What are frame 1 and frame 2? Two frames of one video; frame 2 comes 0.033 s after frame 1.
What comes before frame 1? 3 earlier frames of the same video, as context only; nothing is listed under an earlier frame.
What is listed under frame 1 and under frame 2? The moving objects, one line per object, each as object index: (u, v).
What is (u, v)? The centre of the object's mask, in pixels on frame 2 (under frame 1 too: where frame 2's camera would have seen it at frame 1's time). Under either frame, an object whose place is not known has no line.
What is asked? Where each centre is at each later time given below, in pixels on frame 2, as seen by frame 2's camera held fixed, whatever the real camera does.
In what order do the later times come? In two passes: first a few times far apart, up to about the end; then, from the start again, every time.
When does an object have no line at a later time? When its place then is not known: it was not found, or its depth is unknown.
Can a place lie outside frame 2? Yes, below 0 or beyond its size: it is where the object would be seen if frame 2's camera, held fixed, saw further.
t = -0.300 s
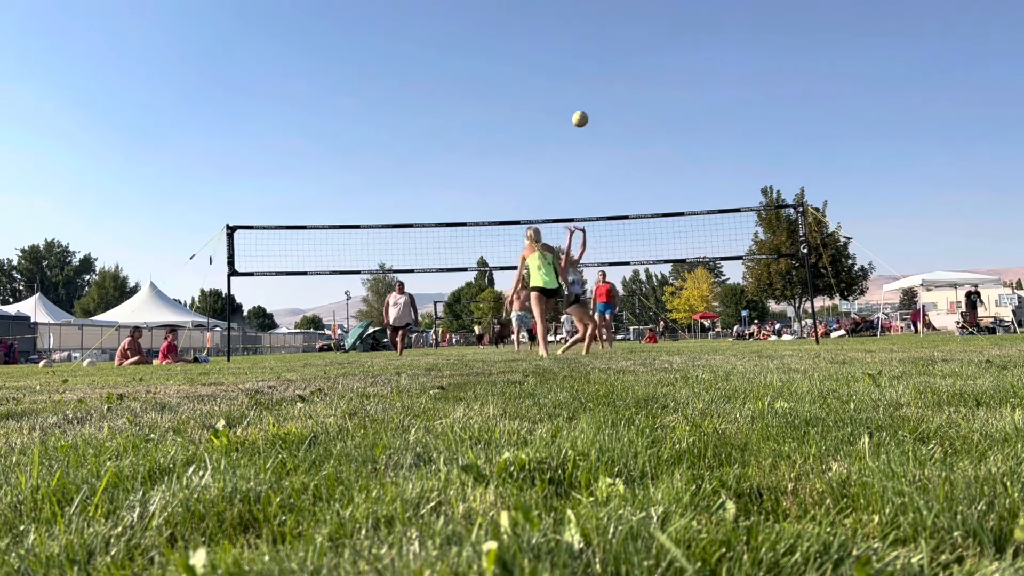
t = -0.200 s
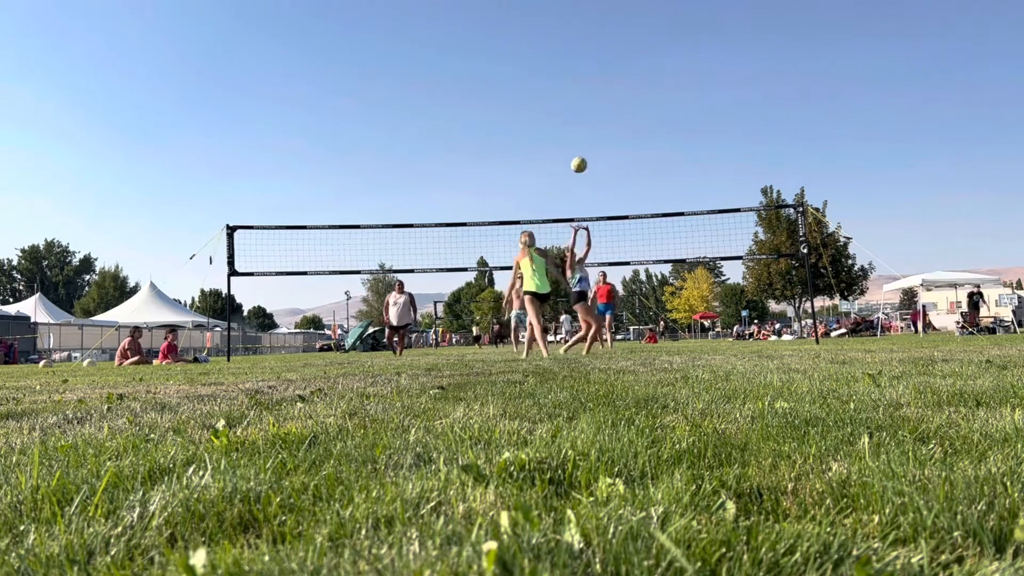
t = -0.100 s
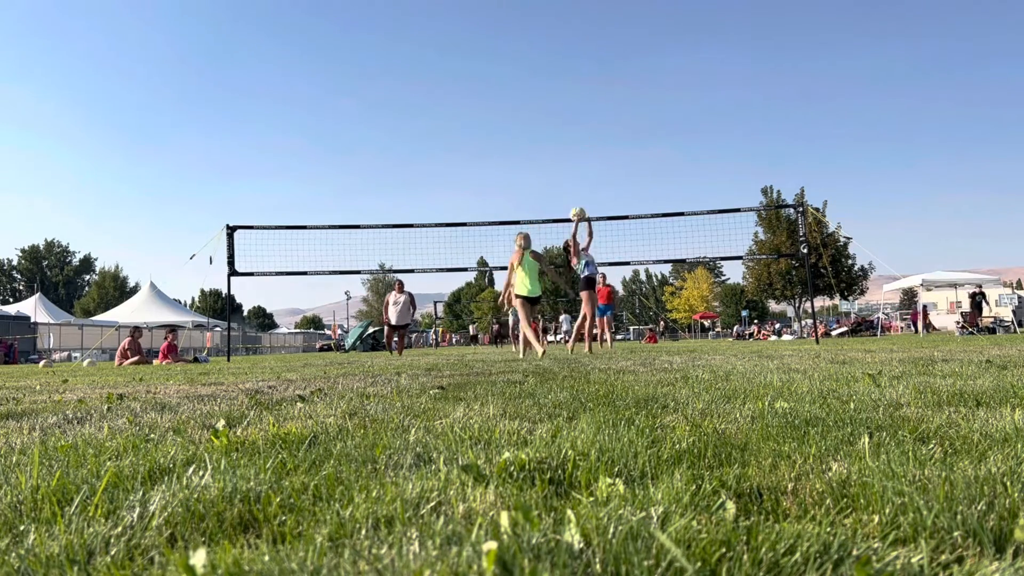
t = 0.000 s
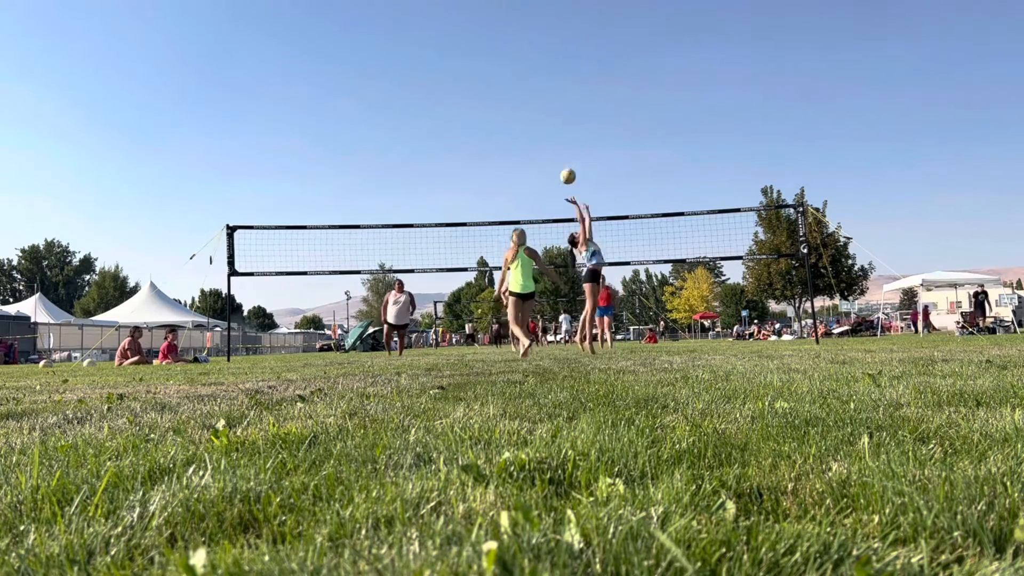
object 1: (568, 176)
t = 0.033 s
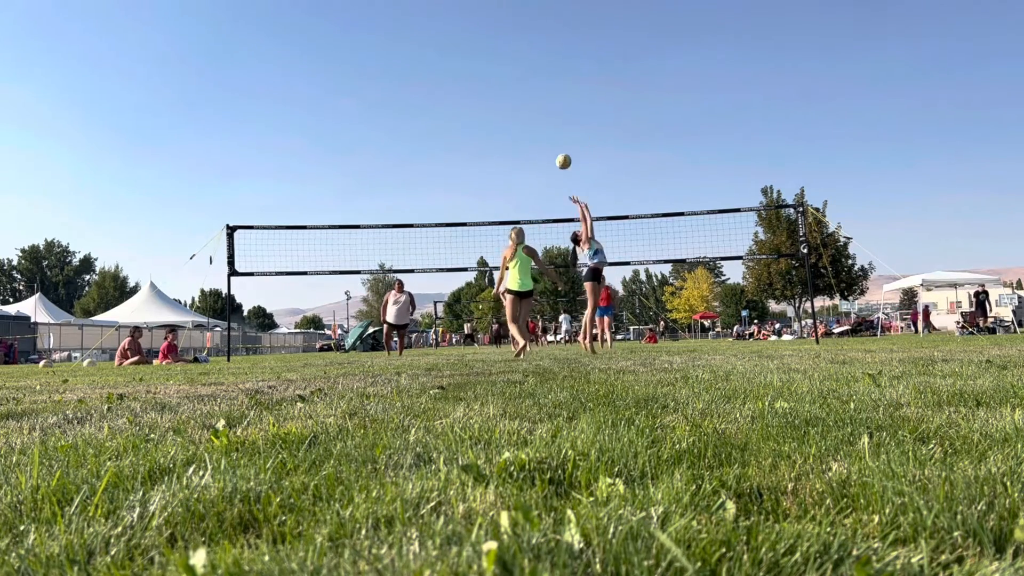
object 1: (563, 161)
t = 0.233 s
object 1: (538, 92)
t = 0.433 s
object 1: (514, 54)
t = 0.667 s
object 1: (488, 45)
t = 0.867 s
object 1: (468, 64)
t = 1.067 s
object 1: (449, 106)
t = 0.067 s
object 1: (559, 148)
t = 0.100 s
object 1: (555, 135)
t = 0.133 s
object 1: (550, 123)
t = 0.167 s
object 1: (546, 112)
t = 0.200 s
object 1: (542, 101)
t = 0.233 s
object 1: (538, 92)
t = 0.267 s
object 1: (534, 84)
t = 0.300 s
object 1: (530, 76)
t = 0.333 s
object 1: (526, 70)
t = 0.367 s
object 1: (522, 64)
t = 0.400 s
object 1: (518, 59)
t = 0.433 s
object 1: (514, 54)
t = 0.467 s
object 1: (510, 51)
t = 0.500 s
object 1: (506, 48)
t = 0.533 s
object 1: (503, 46)
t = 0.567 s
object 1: (499, 45)
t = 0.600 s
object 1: (495, 44)
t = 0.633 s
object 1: (492, 44)
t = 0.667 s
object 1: (488, 45)
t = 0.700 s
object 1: (484, 47)
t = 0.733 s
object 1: (481, 49)
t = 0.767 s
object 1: (477, 52)
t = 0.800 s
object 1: (474, 55)
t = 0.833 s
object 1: (471, 59)
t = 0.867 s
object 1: (468, 64)
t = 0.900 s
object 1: (465, 70)
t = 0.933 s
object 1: (461, 76)
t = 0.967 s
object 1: (458, 82)
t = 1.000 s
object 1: (455, 89)
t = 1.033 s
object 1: (452, 97)
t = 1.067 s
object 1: (449, 106)
